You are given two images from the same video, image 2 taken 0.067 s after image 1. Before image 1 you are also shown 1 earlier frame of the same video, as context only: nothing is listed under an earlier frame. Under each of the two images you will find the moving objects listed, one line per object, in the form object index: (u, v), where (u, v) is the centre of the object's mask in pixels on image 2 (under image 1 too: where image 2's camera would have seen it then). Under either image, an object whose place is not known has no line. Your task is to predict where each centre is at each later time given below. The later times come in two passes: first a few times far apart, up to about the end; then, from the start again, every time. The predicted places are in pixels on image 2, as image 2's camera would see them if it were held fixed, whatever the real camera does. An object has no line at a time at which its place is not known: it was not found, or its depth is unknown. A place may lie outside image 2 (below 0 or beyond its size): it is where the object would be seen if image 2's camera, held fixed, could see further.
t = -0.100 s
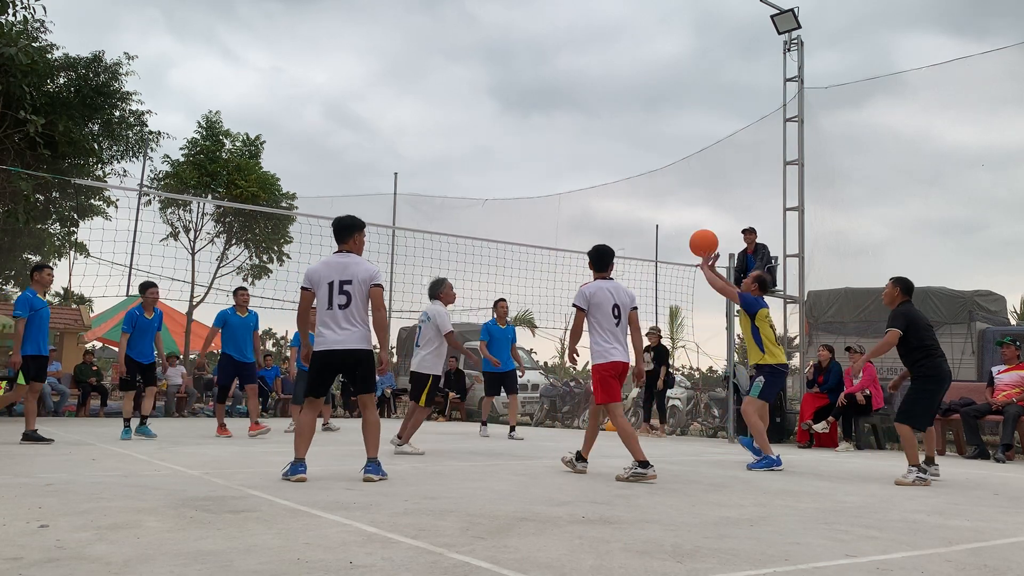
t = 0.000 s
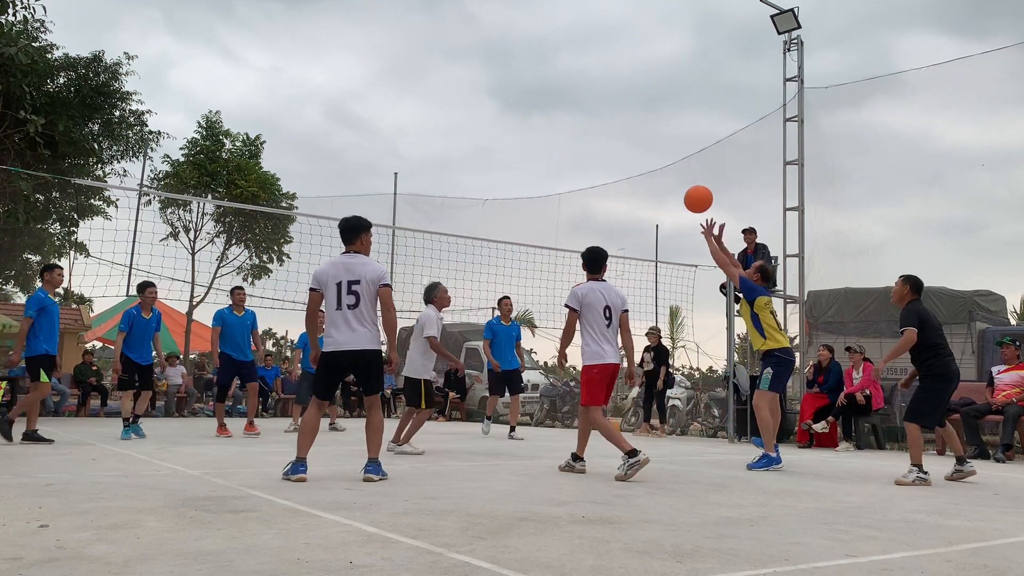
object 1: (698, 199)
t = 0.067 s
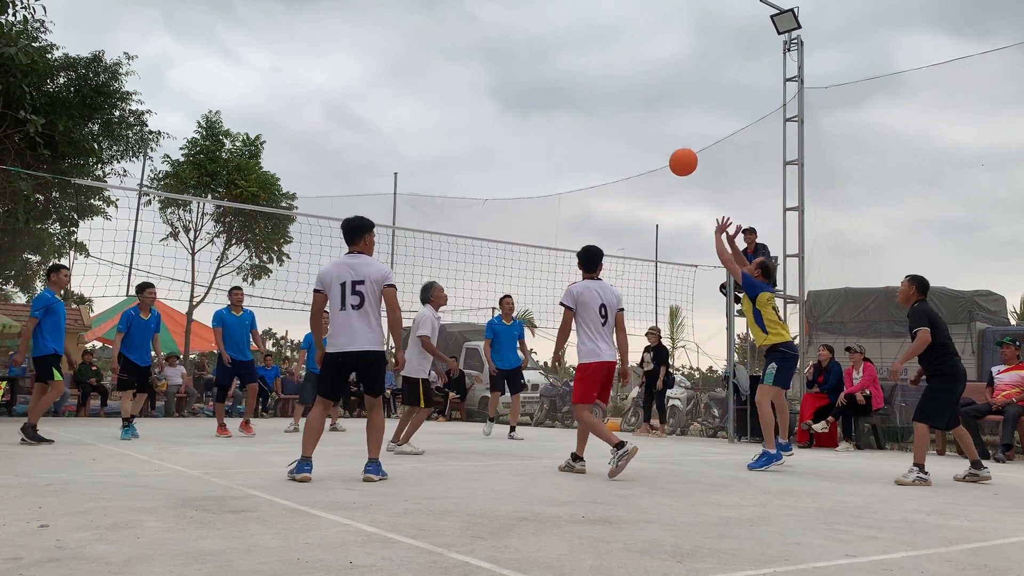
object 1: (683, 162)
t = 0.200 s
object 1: (654, 104)
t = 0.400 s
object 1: (610, 55)
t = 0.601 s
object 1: (568, 48)
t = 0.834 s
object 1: (517, 94)
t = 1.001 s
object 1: (482, 161)
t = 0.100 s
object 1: (676, 145)
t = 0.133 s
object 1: (668, 130)
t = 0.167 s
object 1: (661, 116)
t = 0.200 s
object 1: (654, 104)
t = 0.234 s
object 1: (647, 92)
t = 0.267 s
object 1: (639, 82)
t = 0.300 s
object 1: (632, 74)
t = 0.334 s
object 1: (625, 66)
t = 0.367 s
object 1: (618, 60)
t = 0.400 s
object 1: (610, 55)
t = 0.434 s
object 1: (603, 51)
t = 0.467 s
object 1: (596, 48)
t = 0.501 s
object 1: (589, 46)
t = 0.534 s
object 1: (582, 46)
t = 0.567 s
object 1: (575, 46)
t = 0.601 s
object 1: (568, 48)
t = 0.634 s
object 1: (561, 51)
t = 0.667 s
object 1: (553, 55)
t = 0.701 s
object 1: (546, 61)
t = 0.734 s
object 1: (539, 67)
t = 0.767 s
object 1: (532, 75)
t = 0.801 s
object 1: (525, 84)
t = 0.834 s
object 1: (517, 94)
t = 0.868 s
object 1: (510, 105)
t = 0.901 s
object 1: (503, 117)
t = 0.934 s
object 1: (496, 130)
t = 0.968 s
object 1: (489, 145)
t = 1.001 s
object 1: (482, 161)
